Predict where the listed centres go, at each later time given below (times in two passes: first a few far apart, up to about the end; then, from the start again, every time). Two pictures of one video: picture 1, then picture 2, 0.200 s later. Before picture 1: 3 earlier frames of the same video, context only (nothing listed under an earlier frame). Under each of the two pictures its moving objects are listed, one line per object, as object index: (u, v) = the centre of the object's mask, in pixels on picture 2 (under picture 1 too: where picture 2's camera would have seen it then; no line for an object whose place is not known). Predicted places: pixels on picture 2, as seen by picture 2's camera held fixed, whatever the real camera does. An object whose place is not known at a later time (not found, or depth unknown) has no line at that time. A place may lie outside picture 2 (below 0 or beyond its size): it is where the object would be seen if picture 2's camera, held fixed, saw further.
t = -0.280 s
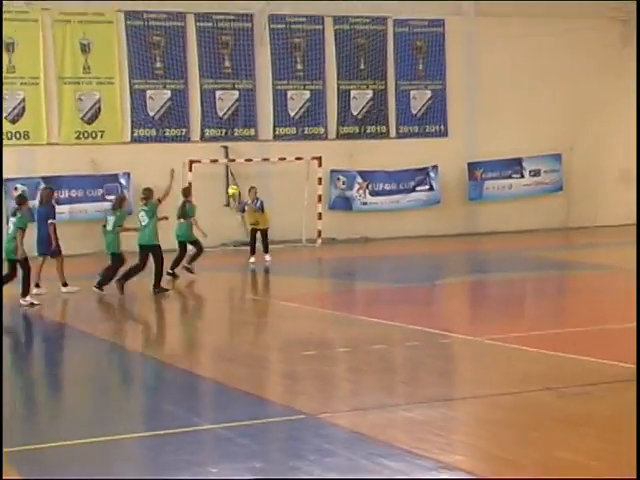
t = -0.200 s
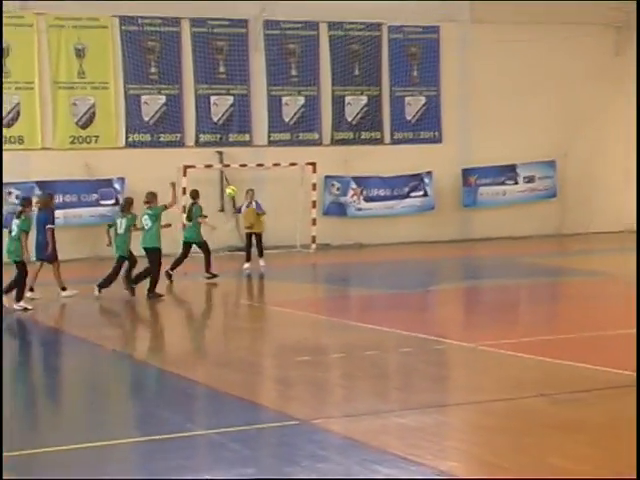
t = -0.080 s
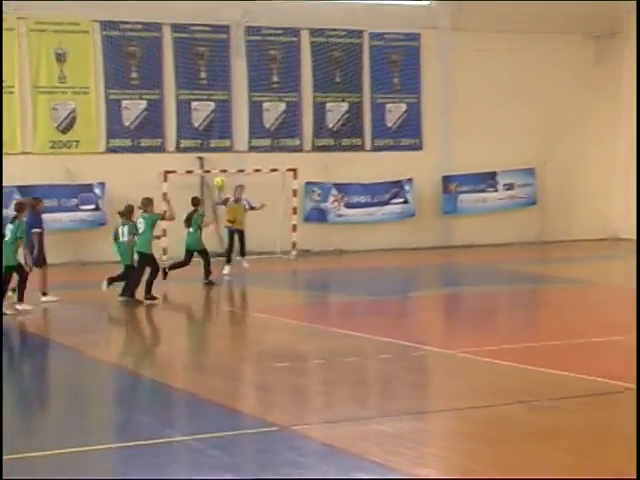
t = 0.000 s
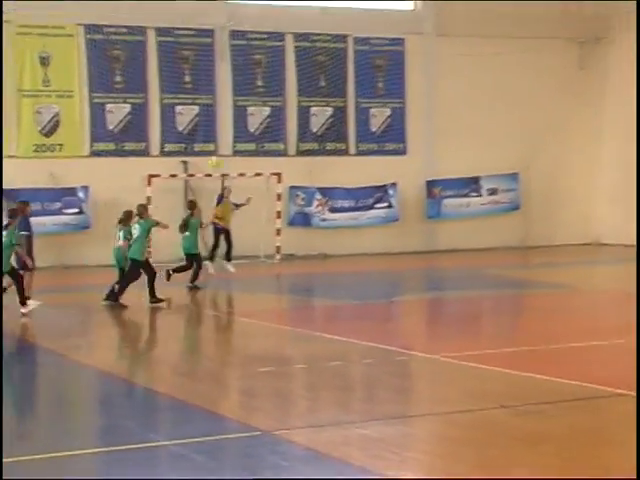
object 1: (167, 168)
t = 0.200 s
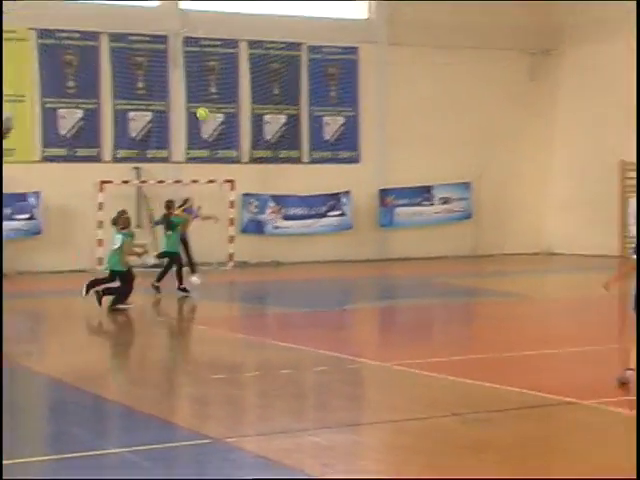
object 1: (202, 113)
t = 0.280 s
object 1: (217, 95)
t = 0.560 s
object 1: (273, 59)
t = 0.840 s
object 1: (337, 68)
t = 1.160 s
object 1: (425, 149)
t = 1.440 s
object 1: (520, 297)
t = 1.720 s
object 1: (578, 248)
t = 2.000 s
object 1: (628, 205)
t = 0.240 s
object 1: (210, 103)
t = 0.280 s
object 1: (217, 95)
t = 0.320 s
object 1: (225, 88)
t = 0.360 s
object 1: (232, 82)
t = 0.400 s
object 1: (239, 77)
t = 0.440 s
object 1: (248, 70)
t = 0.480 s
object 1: (256, 66)
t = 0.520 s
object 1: (265, 62)
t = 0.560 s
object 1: (273, 59)
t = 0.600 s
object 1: (281, 58)
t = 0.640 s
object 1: (290, 57)
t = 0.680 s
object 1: (298, 58)
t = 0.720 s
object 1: (309, 58)
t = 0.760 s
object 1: (318, 60)
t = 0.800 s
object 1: (327, 63)
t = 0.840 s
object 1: (337, 68)
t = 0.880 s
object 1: (347, 74)
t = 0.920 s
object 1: (356, 80)
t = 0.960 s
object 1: (368, 89)
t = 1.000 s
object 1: (379, 98)
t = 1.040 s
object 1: (390, 108)
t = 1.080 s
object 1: (401, 120)
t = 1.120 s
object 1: (413, 134)
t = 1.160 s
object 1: (425, 149)
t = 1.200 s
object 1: (437, 165)
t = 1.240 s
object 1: (450, 184)
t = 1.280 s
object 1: (463, 203)
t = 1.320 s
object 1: (476, 223)
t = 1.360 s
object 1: (490, 246)
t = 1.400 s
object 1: (504, 271)
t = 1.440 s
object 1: (520, 297)
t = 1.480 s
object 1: (537, 327)
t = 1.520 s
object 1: (546, 325)
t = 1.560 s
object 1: (552, 306)
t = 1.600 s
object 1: (558, 289)
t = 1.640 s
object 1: (564, 274)
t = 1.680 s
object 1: (572, 262)
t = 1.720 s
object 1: (578, 248)
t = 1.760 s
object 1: (585, 238)
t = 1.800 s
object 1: (592, 229)
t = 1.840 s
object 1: (599, 221)
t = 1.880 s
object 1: (606, 214)
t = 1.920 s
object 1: (614, 209)
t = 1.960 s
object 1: (620, 207)
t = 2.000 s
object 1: (628, 205)
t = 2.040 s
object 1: (637, 205)
